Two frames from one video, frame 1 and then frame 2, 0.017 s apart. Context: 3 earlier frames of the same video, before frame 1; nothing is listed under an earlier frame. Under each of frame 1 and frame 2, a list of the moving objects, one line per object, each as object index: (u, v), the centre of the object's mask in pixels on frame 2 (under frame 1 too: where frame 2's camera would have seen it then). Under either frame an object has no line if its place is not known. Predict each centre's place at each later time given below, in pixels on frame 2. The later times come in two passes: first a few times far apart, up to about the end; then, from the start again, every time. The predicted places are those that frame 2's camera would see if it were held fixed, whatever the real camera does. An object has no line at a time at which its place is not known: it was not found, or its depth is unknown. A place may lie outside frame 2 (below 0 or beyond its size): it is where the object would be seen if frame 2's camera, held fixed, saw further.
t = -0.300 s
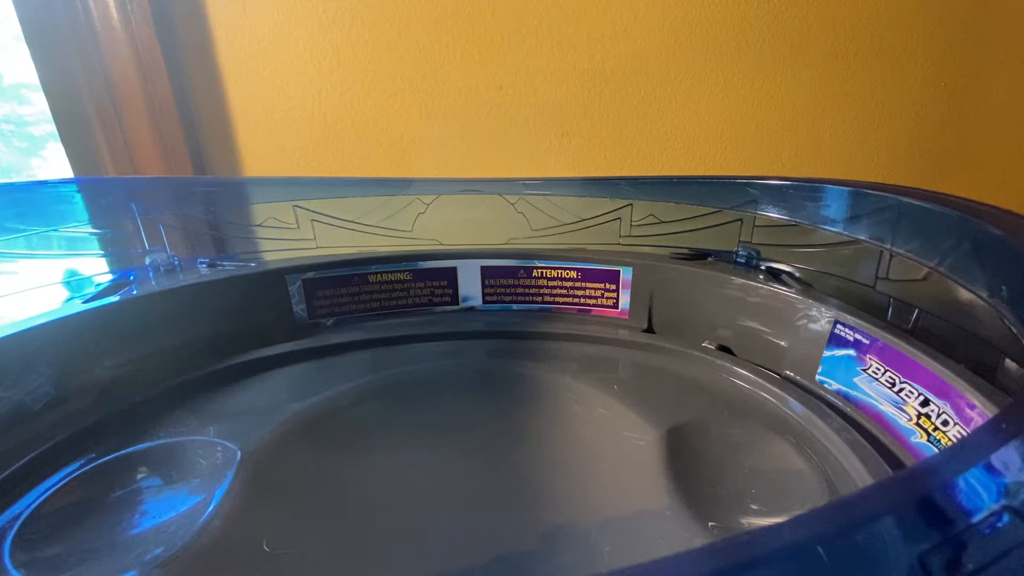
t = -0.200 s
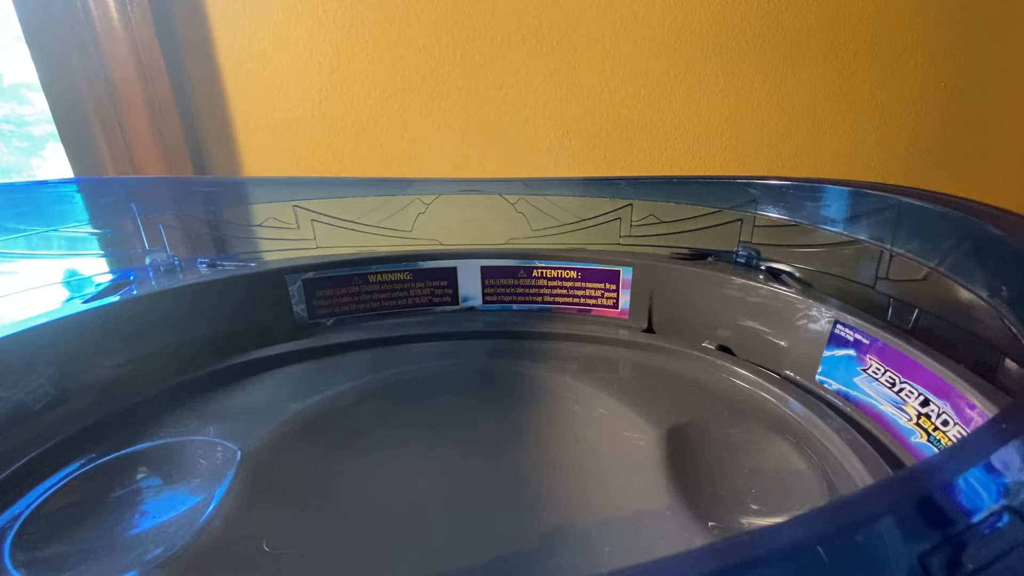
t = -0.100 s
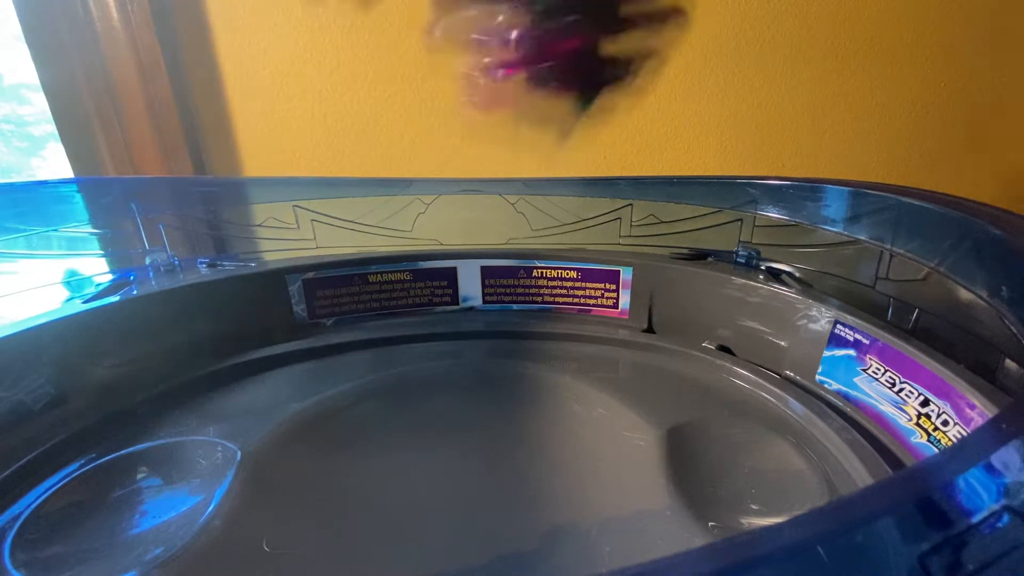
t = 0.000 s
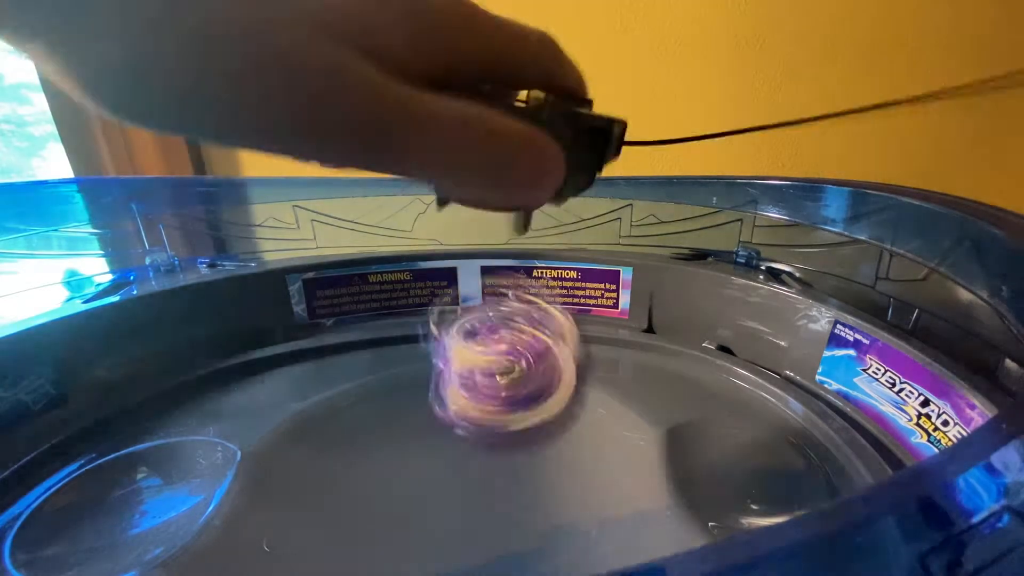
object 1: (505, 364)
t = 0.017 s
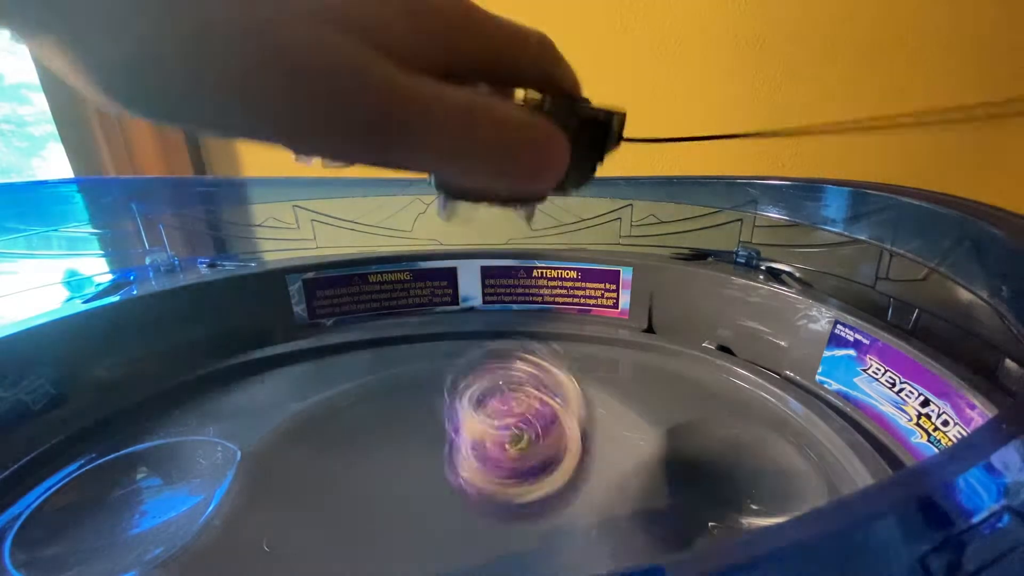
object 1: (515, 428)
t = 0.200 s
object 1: (445, 476)
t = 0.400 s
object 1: (366, 474)
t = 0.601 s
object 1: (444, 510)
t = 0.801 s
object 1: (561, 499)
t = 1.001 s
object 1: (475, 469)
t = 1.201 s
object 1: (403, 498)
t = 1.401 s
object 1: (470, 530)
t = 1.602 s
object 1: (487, 518)
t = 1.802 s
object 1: (448, 487)
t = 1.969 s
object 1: (456, 503)
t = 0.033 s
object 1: (525, 492)
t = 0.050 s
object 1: (519, 495)
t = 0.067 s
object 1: (508, 473)
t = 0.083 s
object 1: (500, 456)
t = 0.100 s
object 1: (488, 443)
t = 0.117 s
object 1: (481, 435)
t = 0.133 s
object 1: (474, 434)
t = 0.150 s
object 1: (466, 437)
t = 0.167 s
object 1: (458, 444)
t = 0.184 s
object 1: (451, 458)
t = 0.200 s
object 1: (445, 476)
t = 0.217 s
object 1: (435, 492)
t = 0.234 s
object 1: (425, 482)
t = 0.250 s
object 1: (415, 475)
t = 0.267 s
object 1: (408, 472)
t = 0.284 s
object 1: (400, 474)
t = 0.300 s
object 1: (392, 479)
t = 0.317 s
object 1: (385, 479)
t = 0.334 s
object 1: (380, 472)
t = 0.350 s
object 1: (375, 468)
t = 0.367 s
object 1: (370, 470)
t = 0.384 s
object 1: (367, 475)
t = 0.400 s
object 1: (366, 474)
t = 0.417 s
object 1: (366, 474)
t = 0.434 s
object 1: (367, 475)
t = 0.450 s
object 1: (369, 477)
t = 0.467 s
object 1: (372, 479)
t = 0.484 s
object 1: (377, 482)
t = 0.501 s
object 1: (383, 486)
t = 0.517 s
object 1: (390, 490)
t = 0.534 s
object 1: (400, 494)
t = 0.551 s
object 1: (410, 498)
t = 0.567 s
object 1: (420, 502)
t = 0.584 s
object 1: (432, 507)
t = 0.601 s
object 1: (444, 510)
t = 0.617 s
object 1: (457, 513)
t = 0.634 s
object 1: (471, 514)
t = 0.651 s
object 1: (485, 515)
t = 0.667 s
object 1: (499, 515)
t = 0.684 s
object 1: (513, 516)
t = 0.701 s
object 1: (524, 515)
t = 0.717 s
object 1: (535, 514)
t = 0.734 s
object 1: (545, 512)
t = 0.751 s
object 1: (552, 509)
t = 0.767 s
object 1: (558, 506)
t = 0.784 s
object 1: (561, 502)
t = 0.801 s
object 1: (561, 499)
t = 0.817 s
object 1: (561, 496)
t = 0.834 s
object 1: (558, 492)
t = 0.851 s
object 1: (554, 487)
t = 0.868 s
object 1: (548, 484)
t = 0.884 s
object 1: (539, 481)
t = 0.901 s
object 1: (532, 478)
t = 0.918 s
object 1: (522, 474)
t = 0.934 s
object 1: (514, 473)
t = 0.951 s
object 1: (504, 471)
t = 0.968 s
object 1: (495, 471)
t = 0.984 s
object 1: (485, 469)
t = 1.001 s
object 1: (475, 469)
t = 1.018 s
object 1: (466, 469)
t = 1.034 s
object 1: (457, 470)
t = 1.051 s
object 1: (448, 470)
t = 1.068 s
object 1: (441, 471)
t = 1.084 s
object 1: (434, 472)
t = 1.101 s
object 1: (427, 474)
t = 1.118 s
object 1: (420, 478)
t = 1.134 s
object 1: (415, 481)
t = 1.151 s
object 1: (410, 484)
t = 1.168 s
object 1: (405, 489)
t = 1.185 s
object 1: (402, 493)
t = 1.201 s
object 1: (403, 498)
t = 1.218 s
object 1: (402, 502)
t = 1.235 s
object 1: (401, 508)
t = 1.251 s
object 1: (402, 514)
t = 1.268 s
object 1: (407, 518)
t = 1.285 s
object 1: (413, 522)
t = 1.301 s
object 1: (419, 525)
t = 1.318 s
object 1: (427, 526)
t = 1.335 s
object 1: (436, 527)
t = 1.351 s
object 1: (445, 529)
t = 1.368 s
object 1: (453, 529)
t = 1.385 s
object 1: (461, 529)
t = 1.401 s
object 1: (470, 530)
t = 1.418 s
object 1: (479, 529)
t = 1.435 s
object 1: (486, 528)
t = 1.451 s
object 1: (493, 527)
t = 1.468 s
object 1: (495, 527)
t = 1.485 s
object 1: (498, 525)
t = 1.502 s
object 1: (501, 525)
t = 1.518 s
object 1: (501, 525)
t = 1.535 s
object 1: (502, 523)
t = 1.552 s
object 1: (501, 521)
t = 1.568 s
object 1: (497, 521)
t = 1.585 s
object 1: (493, 519)
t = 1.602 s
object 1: (487, 518)
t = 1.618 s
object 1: (483, 517)
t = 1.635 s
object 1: (477, 513)
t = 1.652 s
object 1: (473, 510)
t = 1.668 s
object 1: (468, 508)
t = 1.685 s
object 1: (463, 504)
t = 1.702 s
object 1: (458, 501)
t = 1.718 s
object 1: (456, 499)
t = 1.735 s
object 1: (454, 496)
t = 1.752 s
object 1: (452, 493)
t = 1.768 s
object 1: (449, 490)
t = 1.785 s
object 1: (449, 487)
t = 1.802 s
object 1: (448, 487)
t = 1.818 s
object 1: (447, 487)
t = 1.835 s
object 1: (448, 486)
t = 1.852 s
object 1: (449, 486)
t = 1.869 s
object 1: (449, 486)
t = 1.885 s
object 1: (450, 487)
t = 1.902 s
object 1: (451, 490)
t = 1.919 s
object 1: (454, 493)
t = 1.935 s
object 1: (455, 494)
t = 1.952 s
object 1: (456, 499)
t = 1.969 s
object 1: (456, 503)
